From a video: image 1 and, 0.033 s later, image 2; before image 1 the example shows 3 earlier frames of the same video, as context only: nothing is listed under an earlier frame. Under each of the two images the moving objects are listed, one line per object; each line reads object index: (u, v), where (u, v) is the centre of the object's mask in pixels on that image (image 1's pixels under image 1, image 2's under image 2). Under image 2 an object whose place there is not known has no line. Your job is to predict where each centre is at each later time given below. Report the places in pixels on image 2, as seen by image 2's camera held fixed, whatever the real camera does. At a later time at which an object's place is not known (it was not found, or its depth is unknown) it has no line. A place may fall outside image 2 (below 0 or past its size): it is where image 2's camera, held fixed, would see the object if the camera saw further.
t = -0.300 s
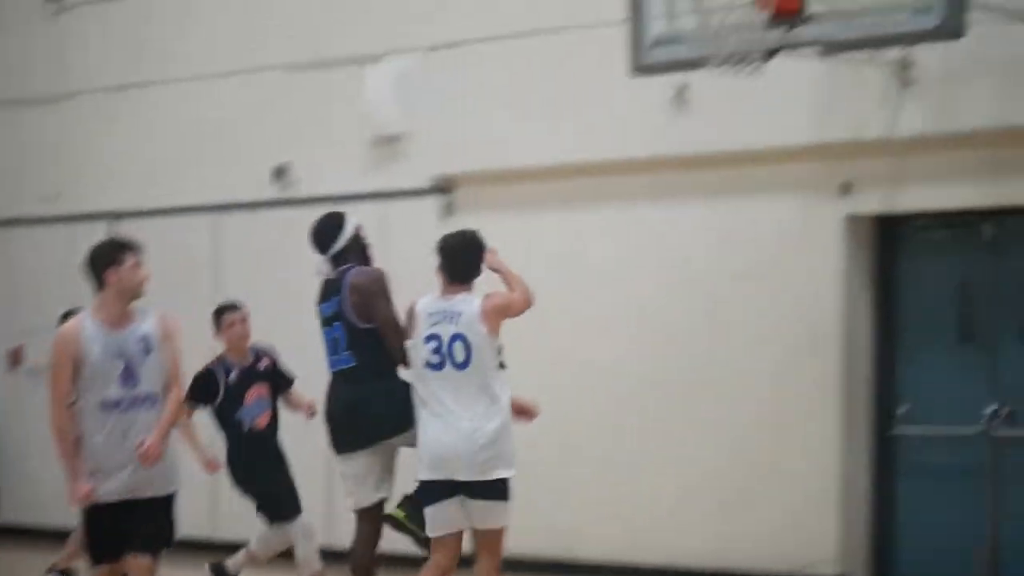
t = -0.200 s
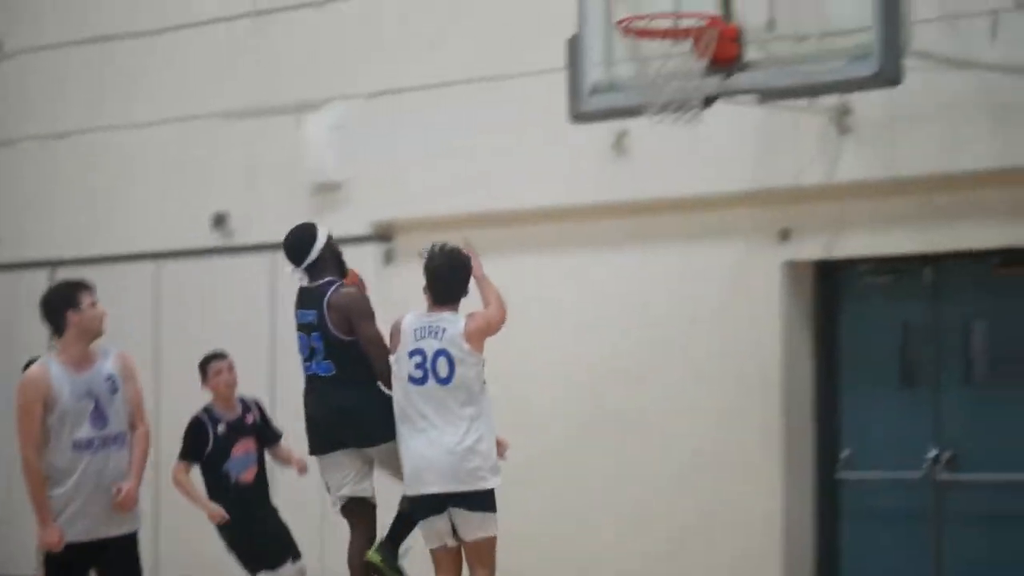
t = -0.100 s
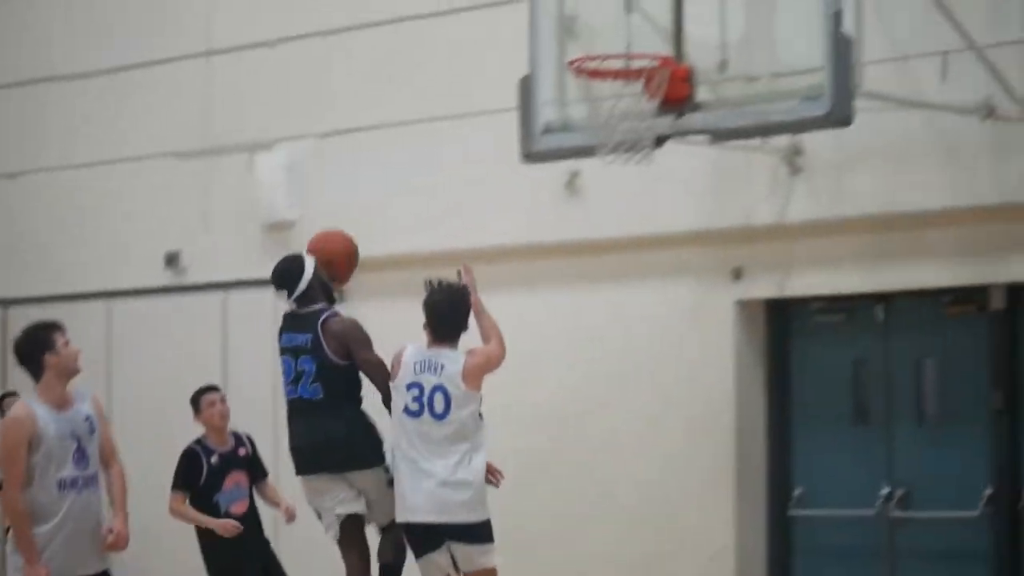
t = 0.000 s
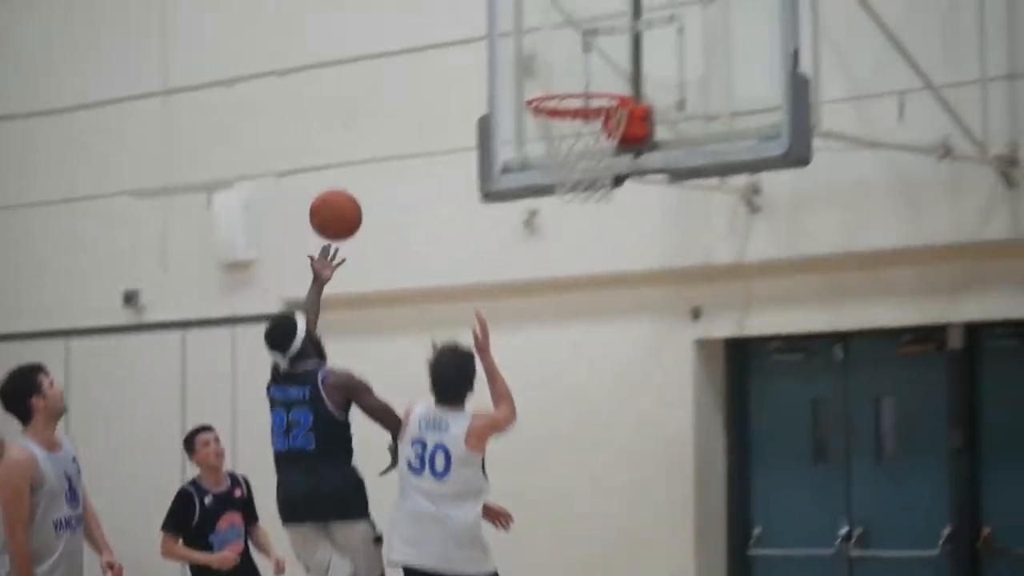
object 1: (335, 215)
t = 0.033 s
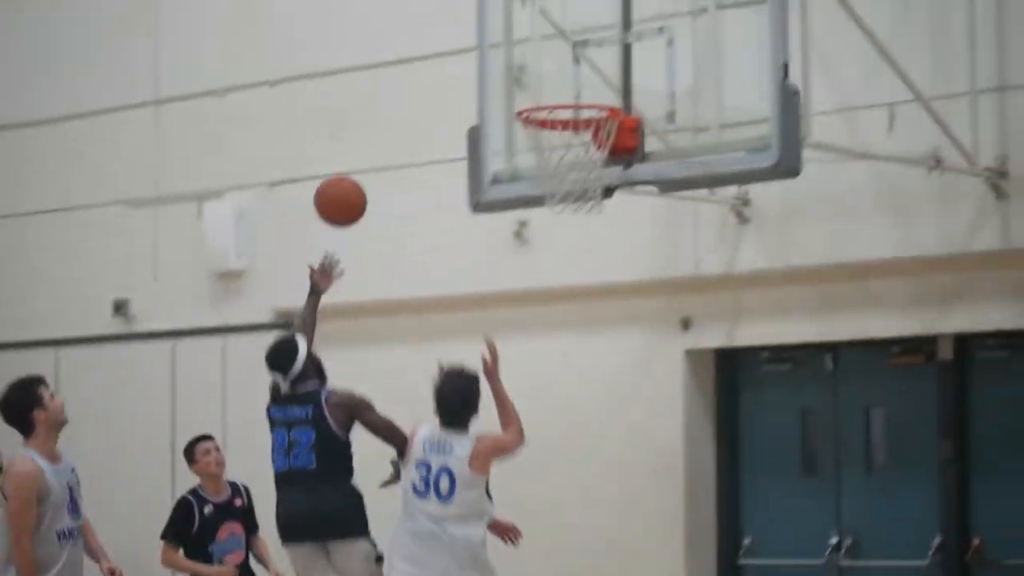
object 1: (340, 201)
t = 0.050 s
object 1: (348, 188)
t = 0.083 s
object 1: (364, 168)
